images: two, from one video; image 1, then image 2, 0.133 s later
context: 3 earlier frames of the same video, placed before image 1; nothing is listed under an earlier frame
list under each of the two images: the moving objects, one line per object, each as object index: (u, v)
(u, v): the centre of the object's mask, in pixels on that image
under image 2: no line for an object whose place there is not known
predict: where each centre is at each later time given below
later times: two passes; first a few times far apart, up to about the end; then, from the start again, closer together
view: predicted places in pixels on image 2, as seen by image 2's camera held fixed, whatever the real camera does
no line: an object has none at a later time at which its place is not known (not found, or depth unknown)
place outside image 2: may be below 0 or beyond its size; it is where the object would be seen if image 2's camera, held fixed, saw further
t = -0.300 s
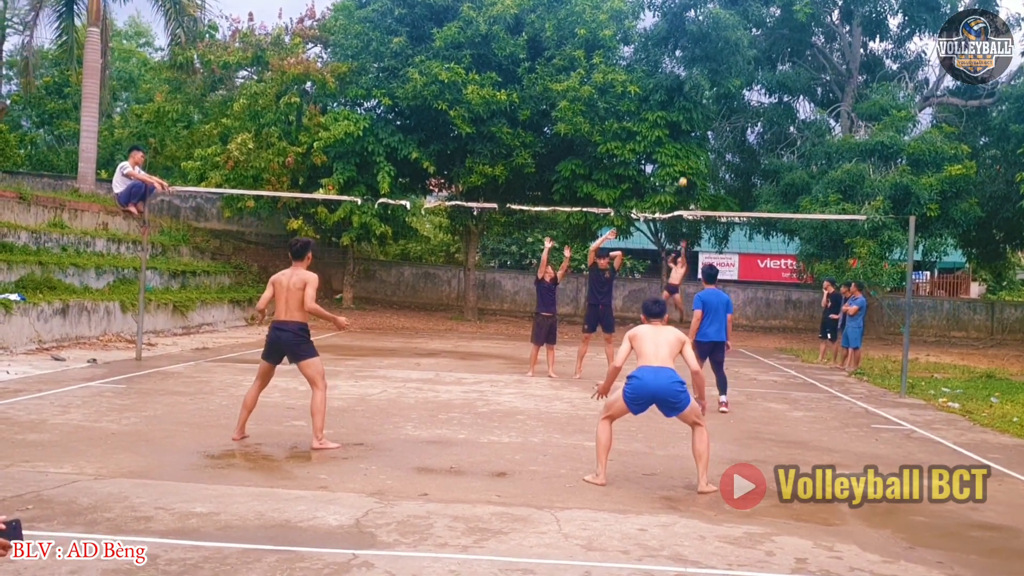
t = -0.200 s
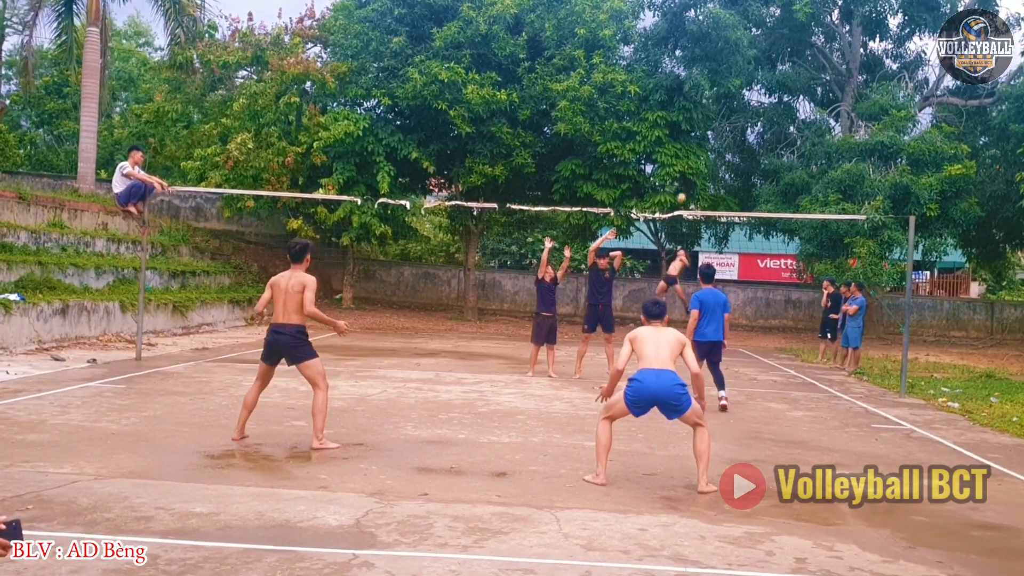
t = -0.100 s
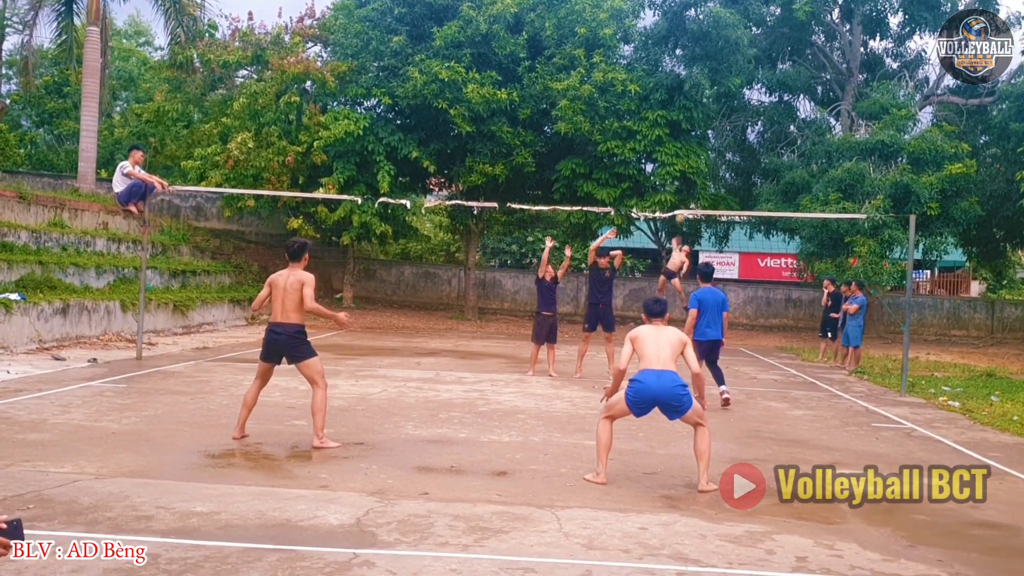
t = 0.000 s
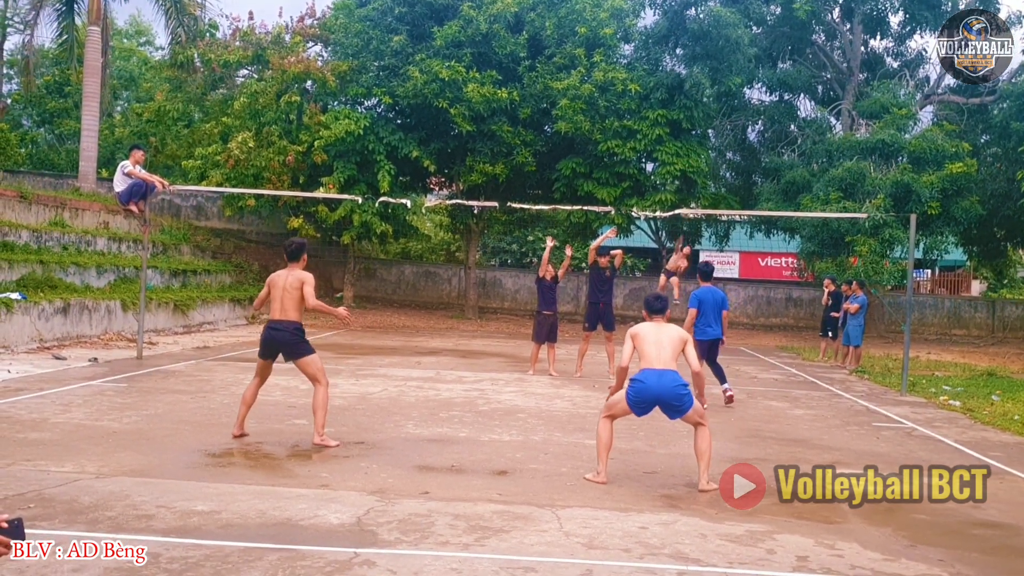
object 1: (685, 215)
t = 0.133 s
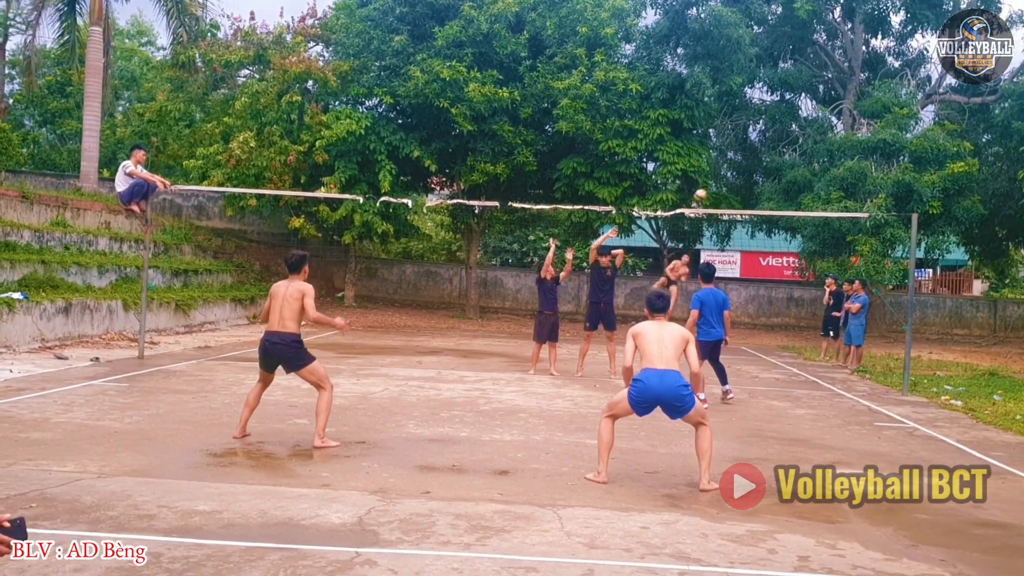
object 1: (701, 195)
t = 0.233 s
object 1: (712, 190)
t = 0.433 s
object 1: (749, 214)
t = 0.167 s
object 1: (704, 192)
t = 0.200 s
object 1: (708, 190)
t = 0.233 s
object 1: (712, 190)
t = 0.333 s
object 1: (728, 195)
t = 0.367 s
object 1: (734, 200)
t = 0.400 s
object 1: (741, 205)
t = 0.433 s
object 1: (749, 214)
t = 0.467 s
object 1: (758, 225)
